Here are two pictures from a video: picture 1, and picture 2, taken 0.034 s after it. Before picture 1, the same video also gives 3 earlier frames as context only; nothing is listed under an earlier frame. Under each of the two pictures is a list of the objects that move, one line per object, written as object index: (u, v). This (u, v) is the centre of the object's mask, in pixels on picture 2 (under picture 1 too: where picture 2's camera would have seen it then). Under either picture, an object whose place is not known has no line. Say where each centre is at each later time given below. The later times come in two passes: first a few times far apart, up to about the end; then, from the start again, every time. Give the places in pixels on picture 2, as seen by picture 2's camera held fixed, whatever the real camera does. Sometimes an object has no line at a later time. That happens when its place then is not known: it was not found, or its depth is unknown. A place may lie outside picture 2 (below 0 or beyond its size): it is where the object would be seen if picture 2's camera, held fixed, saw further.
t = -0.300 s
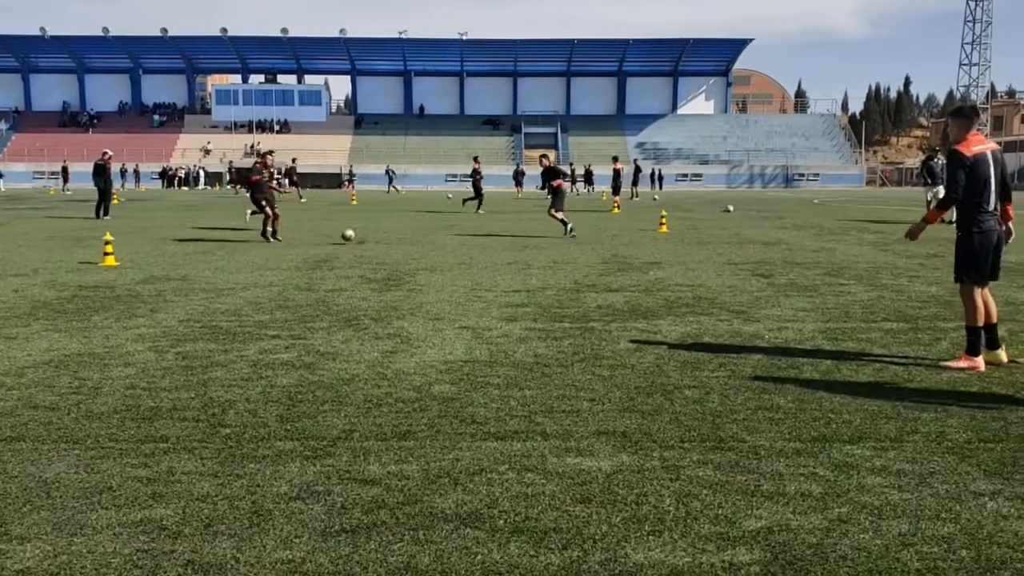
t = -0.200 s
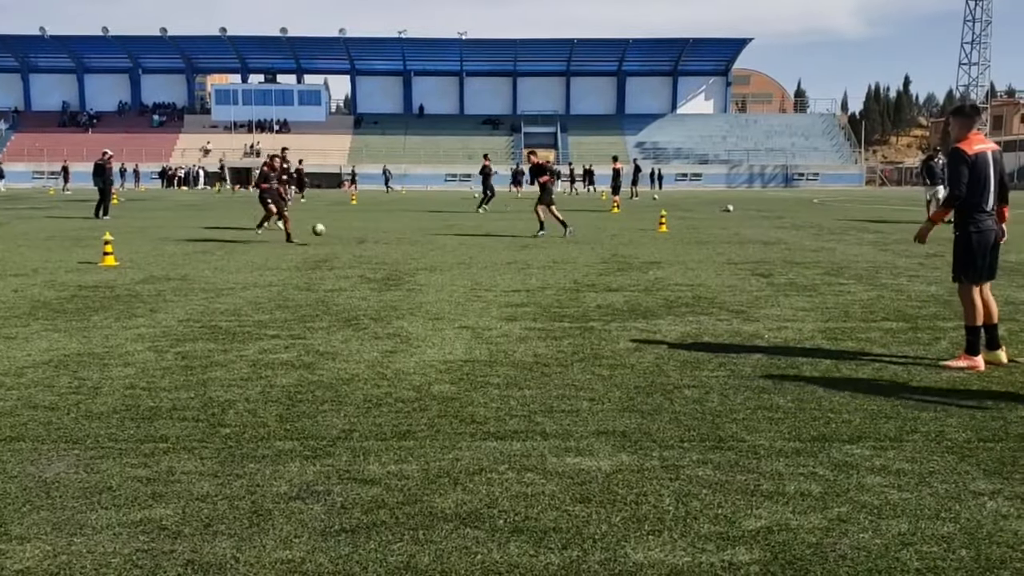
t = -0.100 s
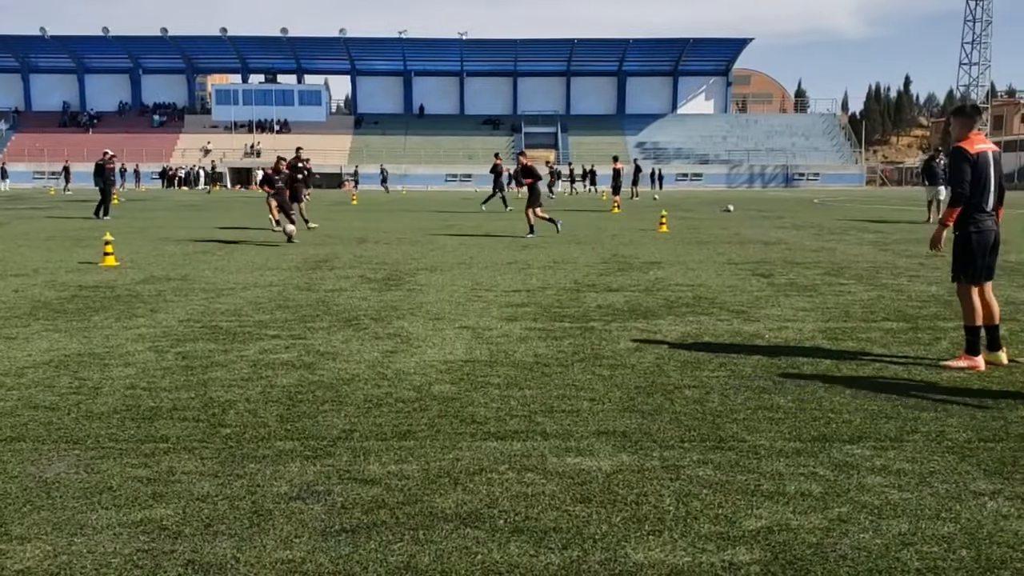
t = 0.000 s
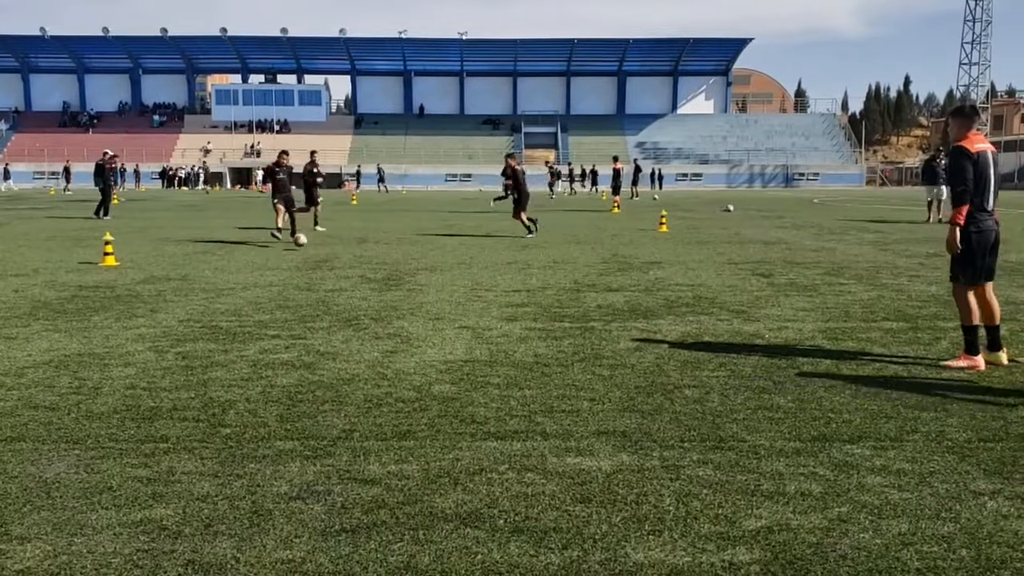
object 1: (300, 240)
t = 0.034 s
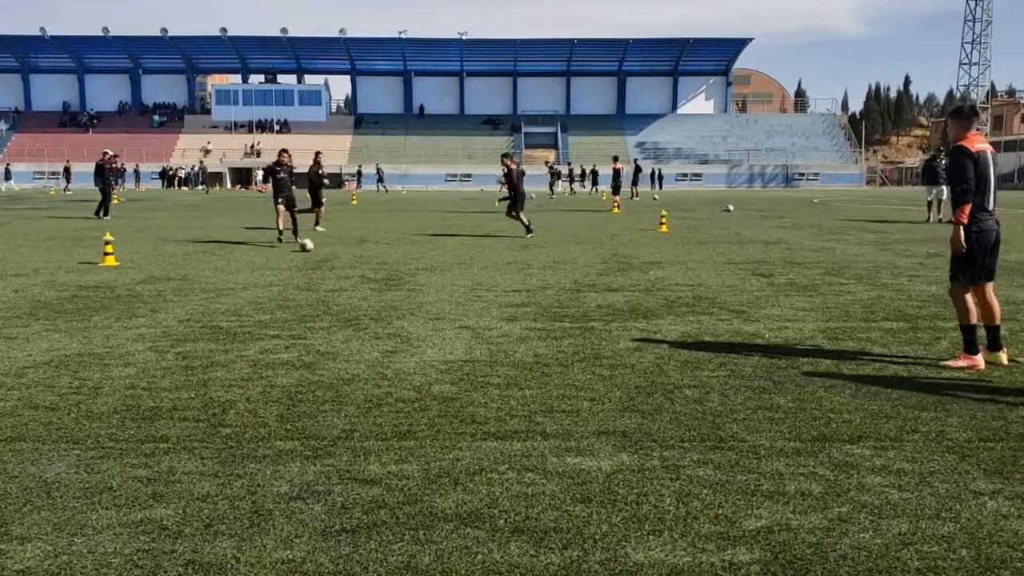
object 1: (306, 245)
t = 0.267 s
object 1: (340, 246)
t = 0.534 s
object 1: (378, 259)
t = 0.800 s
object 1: (418, 275)
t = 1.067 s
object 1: (464, 290)
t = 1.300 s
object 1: (513, 306)
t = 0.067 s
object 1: (311, 245)
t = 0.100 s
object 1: (316, 243)
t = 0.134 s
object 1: (320, 242)
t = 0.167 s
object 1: (325, 242)
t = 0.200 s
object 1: (330, 242)
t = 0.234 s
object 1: (335, 244)
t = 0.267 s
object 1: (340, 246)
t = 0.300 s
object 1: (345, 248)
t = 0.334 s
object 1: (350, 252)
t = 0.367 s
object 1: (355, 257)
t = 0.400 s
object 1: (360, 258)
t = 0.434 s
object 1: (364, 258)
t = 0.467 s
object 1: (369, 257)
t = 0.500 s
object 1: (373, 258)
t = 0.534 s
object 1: (378, 259)
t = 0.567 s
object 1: (383, 262)
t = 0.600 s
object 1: (388, 265)
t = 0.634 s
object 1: (392, 269)
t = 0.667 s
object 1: (397, 269)
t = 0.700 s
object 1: (402, 269)
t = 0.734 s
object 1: (407, 270)
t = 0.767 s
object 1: (412, 272)
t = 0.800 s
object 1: (418, 275)
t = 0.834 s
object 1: (423, 277)
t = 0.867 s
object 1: (429, 278)
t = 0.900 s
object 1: (434, 280)
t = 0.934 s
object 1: (440, 282)
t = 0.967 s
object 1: (446, 285)
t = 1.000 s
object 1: (451, 286)
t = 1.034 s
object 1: (457, 288)
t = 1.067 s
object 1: (464, 290)
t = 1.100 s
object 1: (470, 293)
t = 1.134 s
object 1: (477, 294)
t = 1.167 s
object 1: (484, 297)
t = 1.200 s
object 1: (491, 299)
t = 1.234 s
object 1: (498, 301)
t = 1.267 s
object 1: (505, 303)
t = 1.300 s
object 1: (513, 306)
